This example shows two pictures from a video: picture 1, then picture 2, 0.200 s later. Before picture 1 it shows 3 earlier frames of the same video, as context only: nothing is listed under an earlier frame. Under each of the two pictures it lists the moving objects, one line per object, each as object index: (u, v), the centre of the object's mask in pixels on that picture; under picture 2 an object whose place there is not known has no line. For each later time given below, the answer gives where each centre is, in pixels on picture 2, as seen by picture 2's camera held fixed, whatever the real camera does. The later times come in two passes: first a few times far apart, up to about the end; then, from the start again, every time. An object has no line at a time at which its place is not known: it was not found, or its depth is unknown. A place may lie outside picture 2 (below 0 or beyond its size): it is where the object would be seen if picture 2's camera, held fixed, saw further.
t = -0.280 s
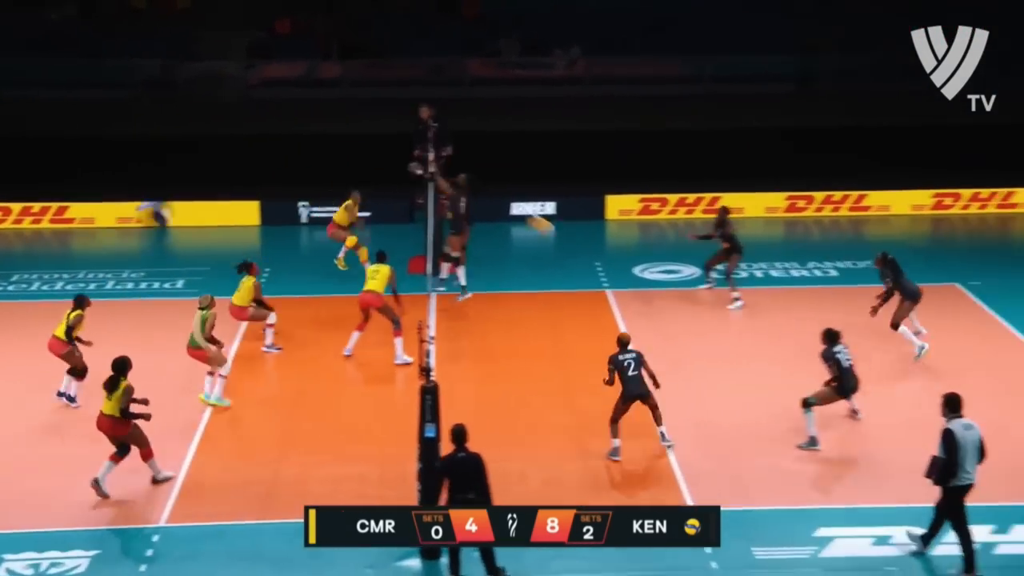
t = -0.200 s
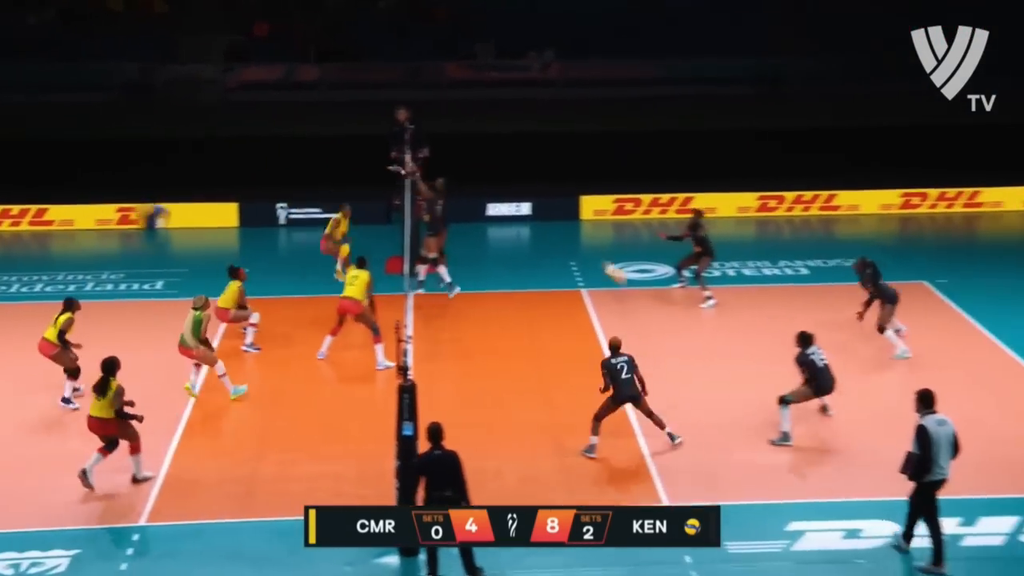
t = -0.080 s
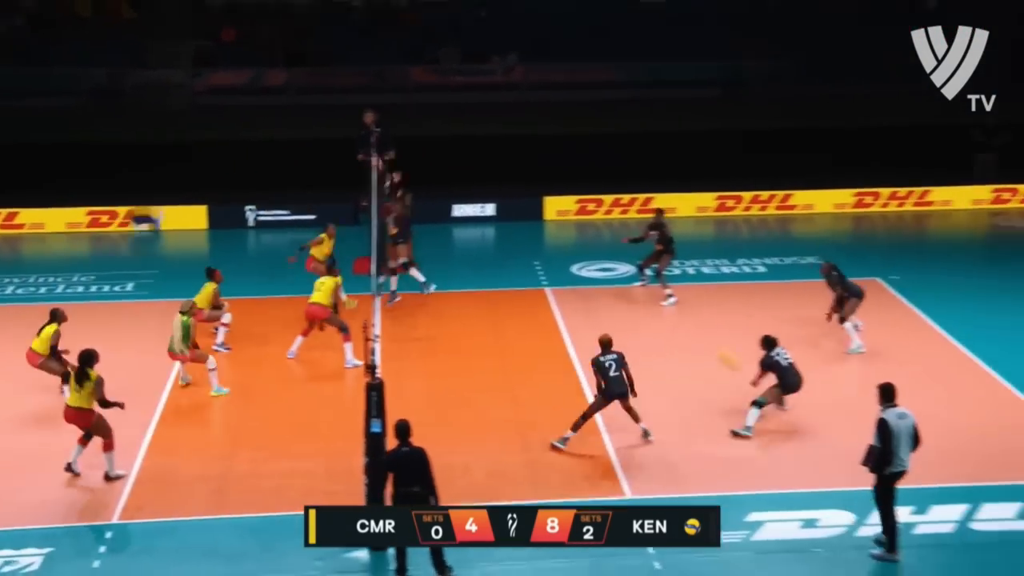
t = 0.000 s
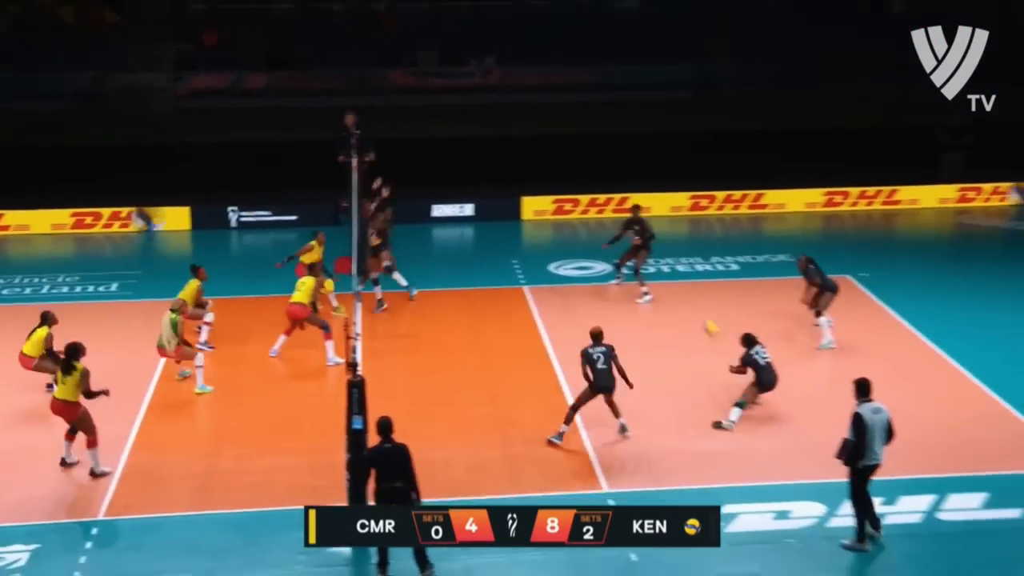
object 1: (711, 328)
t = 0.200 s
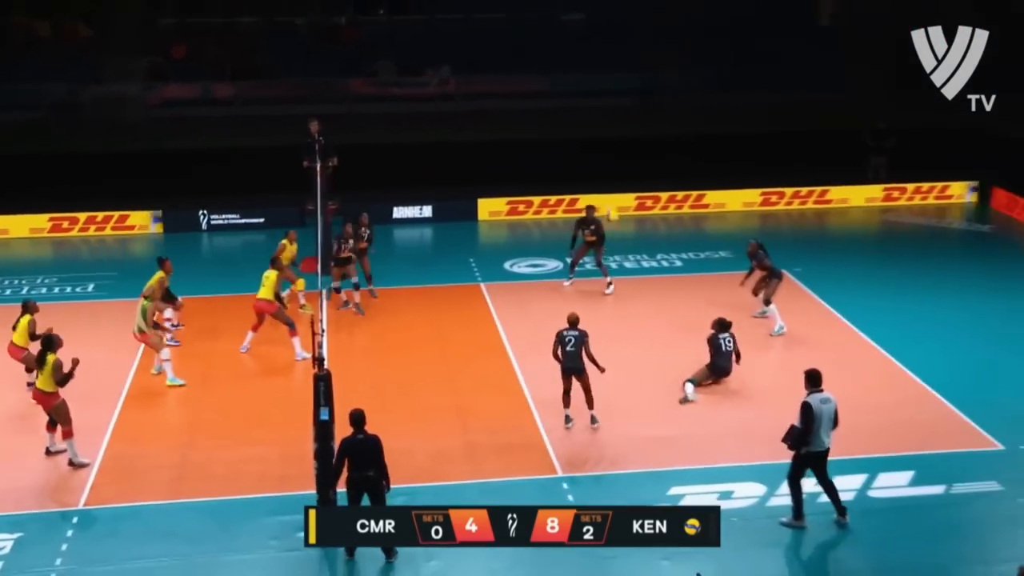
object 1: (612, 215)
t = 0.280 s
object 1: (590, 180)
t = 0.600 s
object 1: (521, 77)
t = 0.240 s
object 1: (598, 195)
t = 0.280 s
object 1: (590, 180)
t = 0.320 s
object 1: (581, 163)
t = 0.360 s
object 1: (572, 148)
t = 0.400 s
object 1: (563, 134)
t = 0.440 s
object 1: (555, 121)
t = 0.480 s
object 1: (546, 108)
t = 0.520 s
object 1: (537, 97)
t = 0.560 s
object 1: (529, 87)
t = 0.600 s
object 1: (521, 77)
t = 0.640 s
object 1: (512, 69)
